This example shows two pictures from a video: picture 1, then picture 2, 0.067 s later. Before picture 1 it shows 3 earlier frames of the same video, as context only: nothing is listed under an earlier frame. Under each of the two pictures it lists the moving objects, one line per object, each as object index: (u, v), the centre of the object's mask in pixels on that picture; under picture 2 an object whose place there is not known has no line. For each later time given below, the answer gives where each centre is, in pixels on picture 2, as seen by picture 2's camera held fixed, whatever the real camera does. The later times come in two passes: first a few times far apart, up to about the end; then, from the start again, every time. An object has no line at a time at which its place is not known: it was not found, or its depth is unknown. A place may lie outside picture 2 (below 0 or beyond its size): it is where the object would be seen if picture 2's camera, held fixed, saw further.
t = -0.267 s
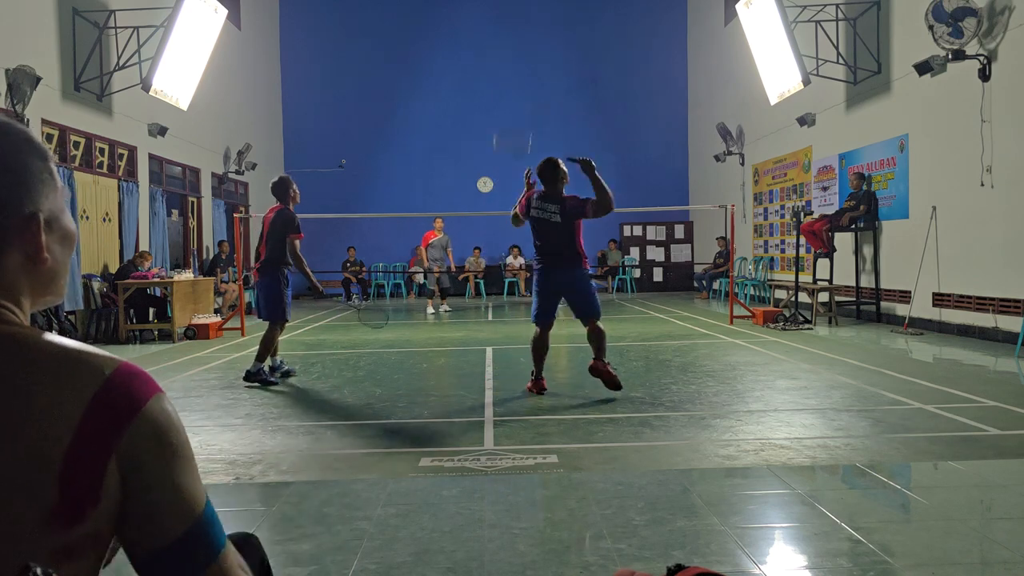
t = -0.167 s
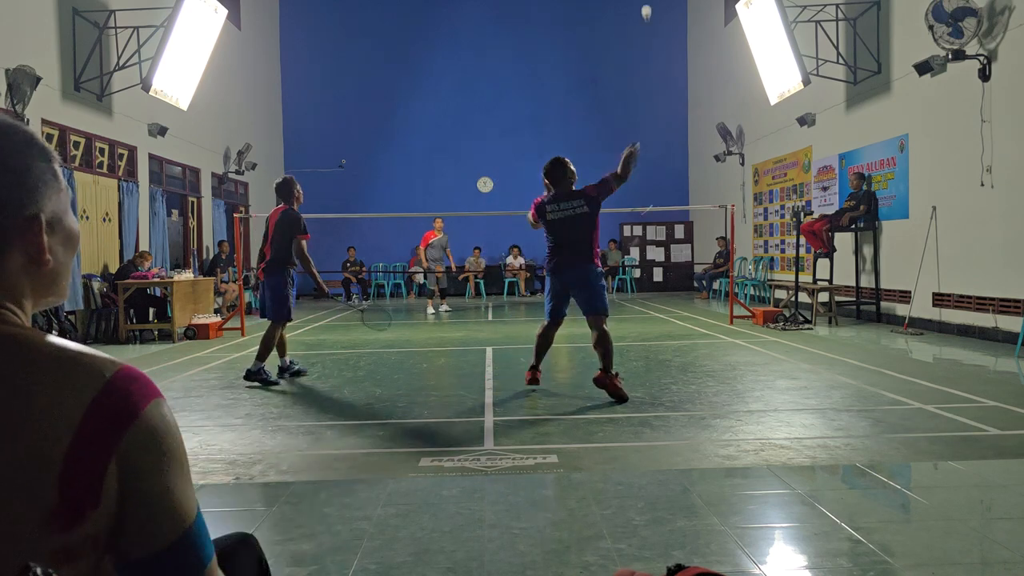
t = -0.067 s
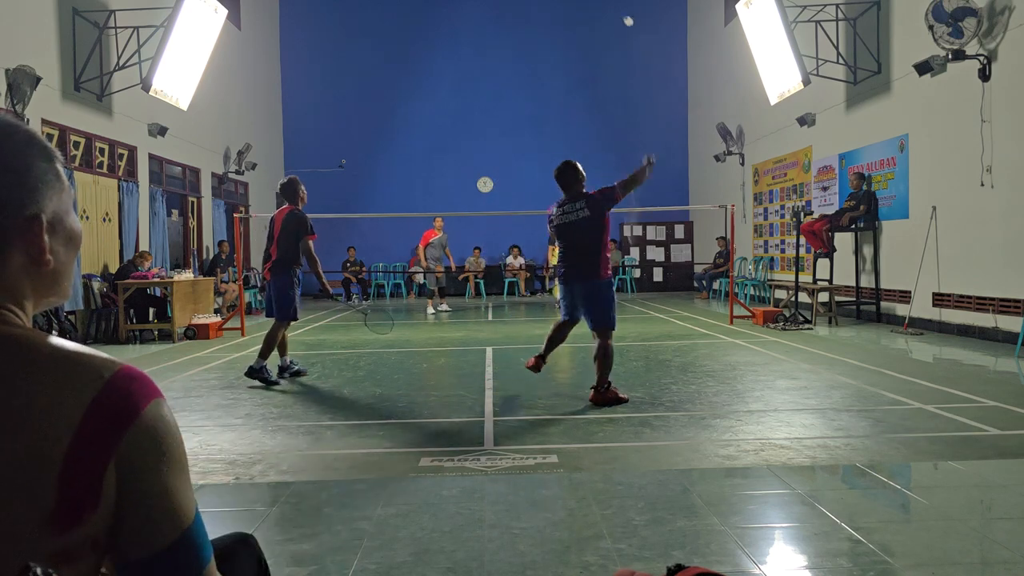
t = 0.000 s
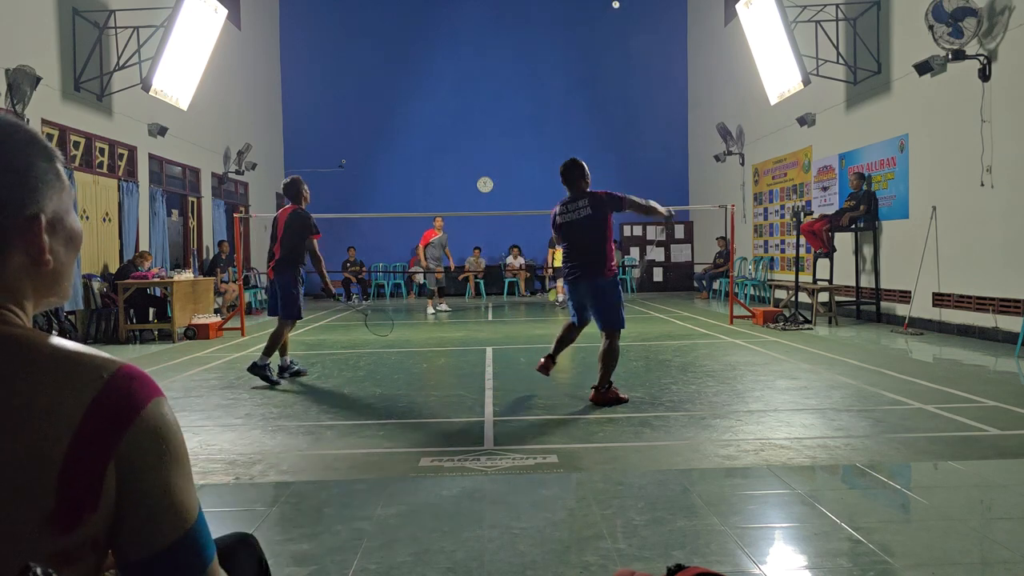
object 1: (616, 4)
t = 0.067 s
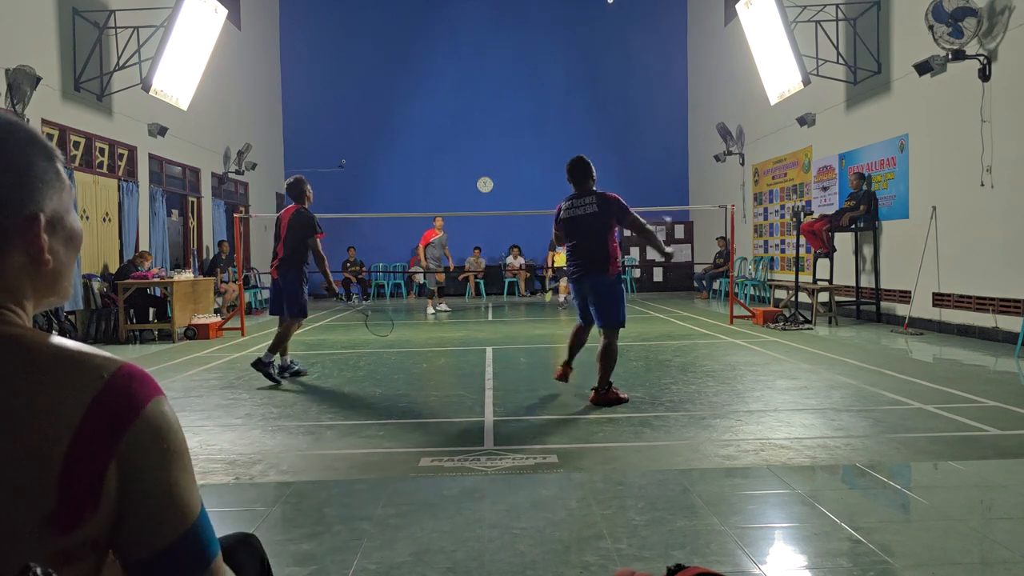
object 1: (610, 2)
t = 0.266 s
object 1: (605, 7)
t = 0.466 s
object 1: (605, 29)
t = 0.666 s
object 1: (606, 63)
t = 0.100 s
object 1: (609, 2)
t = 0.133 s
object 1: (608, 2)
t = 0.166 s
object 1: (606, 2)
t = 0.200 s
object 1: (606, 3)
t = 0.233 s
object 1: (605, 4)
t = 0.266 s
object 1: (605, 7)
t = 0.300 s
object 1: (605, 10)
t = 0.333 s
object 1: (604, 13)
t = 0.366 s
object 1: (604, 17)
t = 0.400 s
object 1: (604, 20)
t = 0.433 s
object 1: (604, 25)
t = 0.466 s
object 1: (605, 29)
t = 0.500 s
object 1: (605, 34)
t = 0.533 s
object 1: (605, 39)
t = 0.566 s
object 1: (605, 45)
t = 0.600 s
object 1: (605, 50)
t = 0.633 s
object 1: (606, 57)
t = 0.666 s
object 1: (606, 63)
